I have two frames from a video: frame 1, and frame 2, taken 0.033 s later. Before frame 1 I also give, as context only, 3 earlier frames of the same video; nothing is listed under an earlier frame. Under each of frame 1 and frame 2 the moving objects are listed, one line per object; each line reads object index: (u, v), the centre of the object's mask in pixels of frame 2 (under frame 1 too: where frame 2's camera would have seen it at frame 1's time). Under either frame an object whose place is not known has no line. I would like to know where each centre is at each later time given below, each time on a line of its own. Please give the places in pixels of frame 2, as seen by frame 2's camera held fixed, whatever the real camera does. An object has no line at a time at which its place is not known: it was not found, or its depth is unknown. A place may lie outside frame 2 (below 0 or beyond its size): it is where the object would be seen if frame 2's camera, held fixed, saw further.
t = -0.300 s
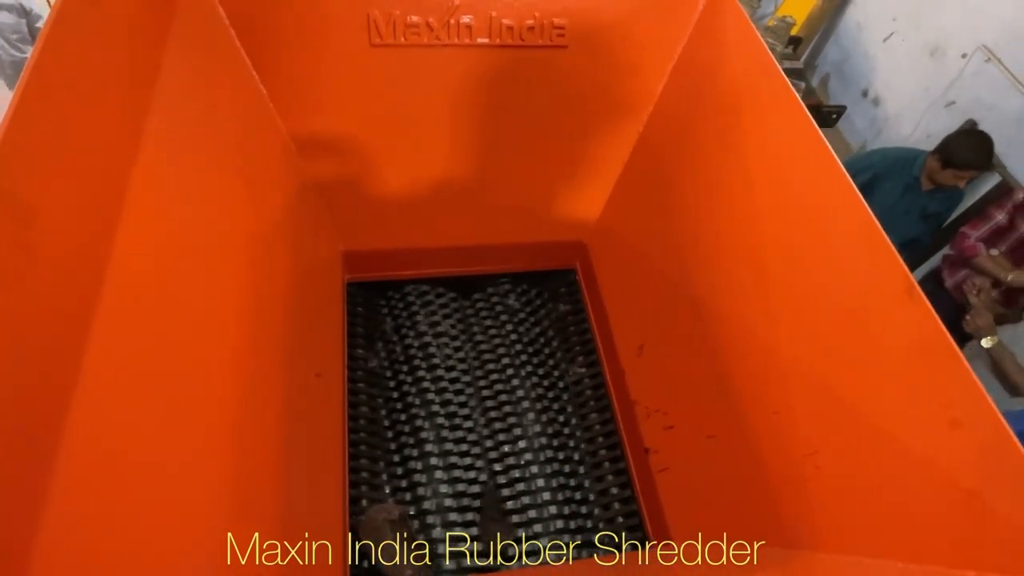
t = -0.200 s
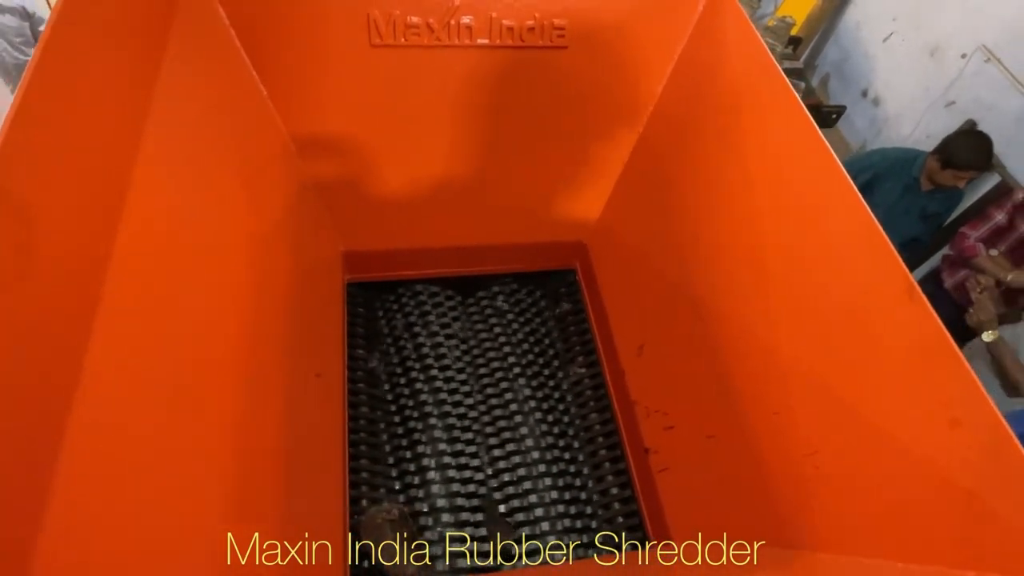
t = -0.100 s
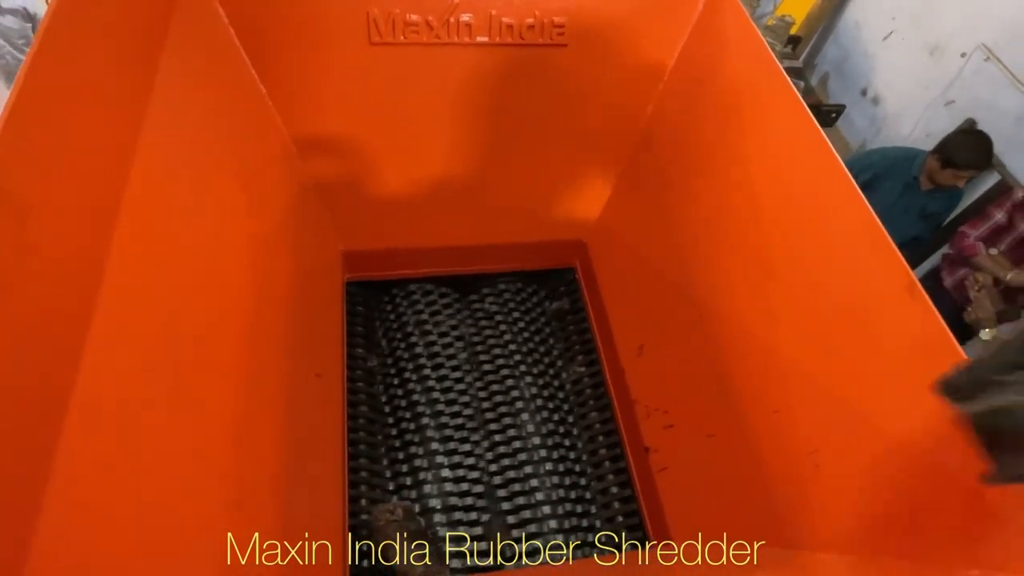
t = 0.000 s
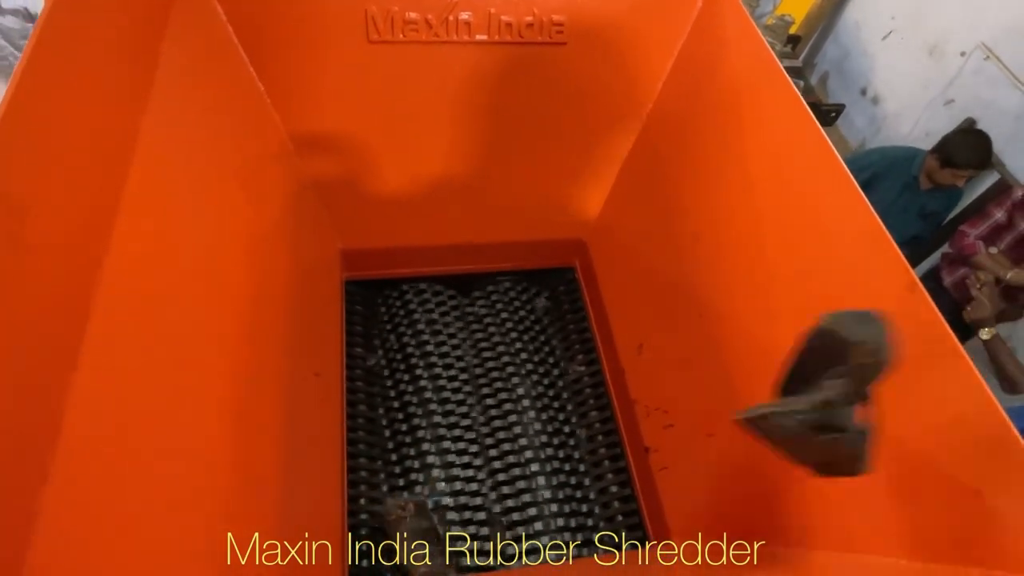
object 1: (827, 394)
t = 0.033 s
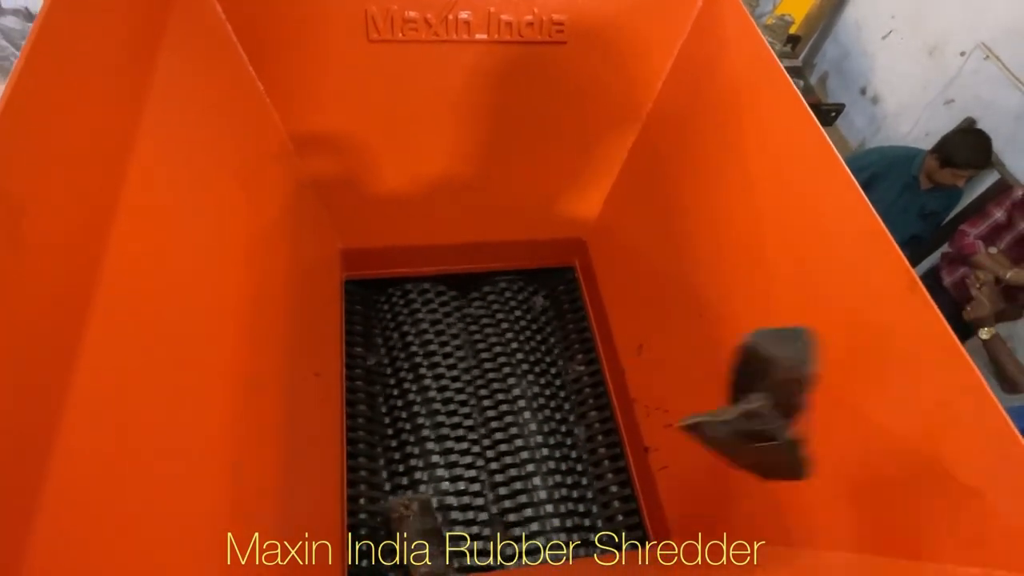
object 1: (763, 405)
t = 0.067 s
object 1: (706, 418)
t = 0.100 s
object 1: (653, 431)
